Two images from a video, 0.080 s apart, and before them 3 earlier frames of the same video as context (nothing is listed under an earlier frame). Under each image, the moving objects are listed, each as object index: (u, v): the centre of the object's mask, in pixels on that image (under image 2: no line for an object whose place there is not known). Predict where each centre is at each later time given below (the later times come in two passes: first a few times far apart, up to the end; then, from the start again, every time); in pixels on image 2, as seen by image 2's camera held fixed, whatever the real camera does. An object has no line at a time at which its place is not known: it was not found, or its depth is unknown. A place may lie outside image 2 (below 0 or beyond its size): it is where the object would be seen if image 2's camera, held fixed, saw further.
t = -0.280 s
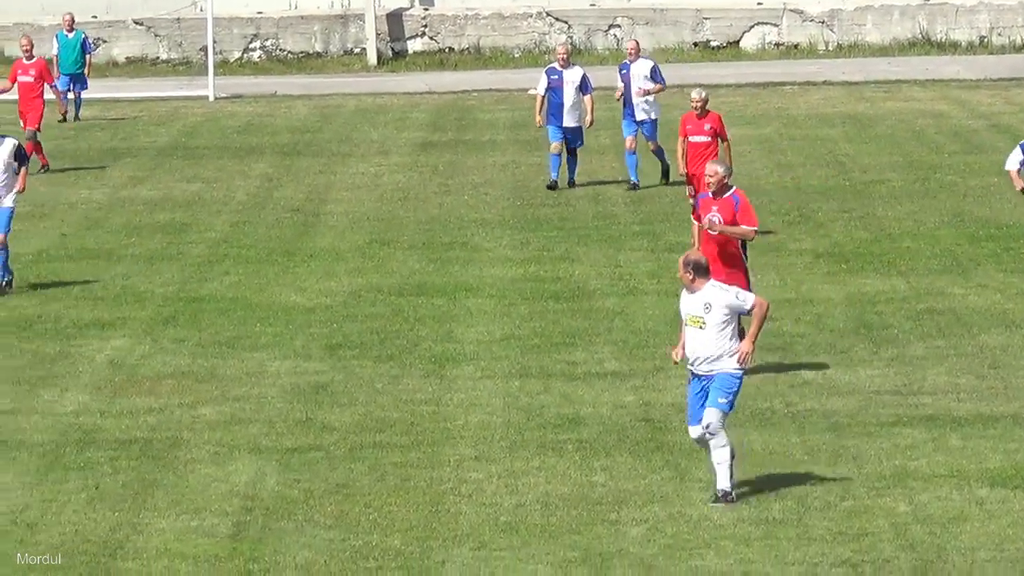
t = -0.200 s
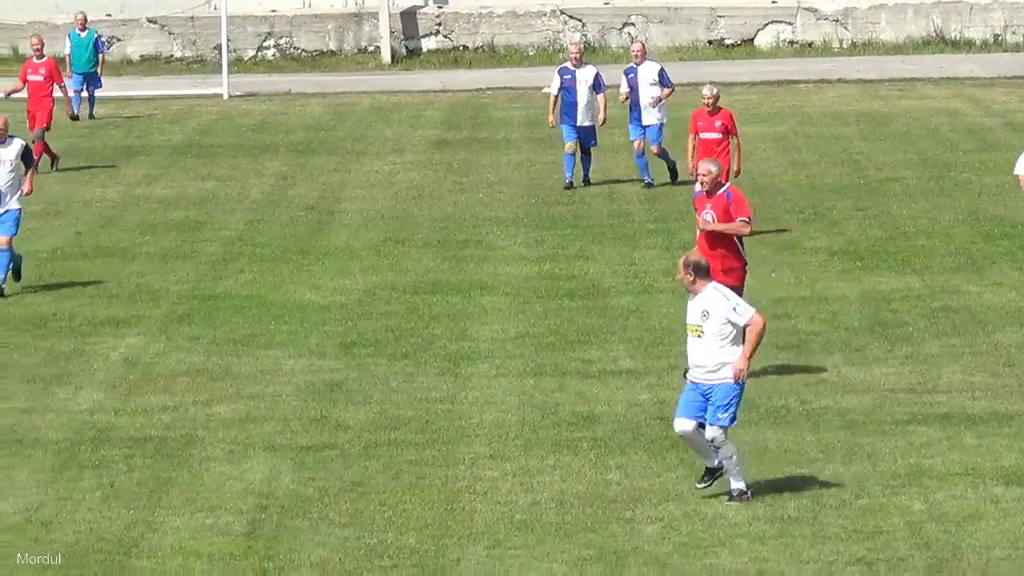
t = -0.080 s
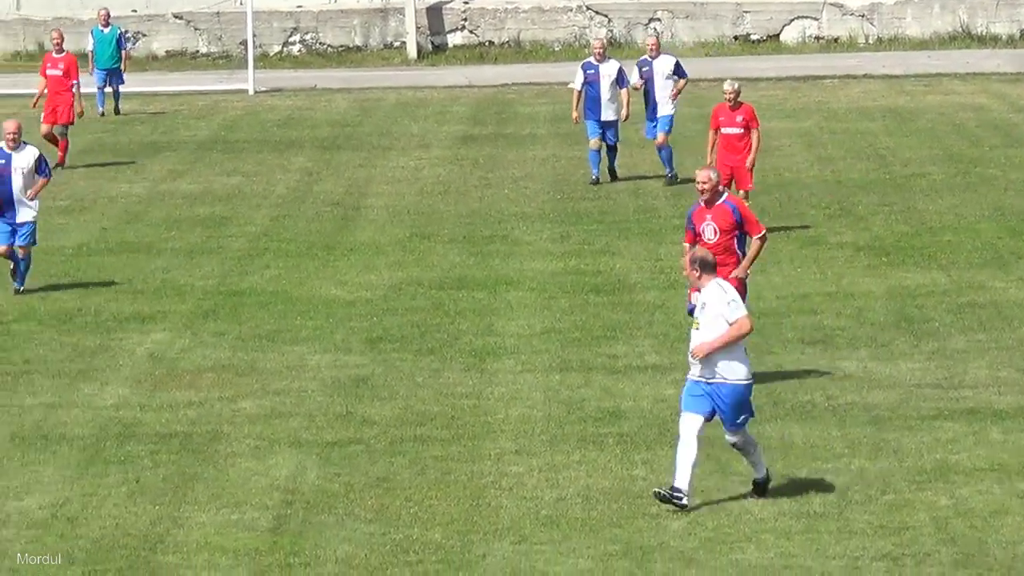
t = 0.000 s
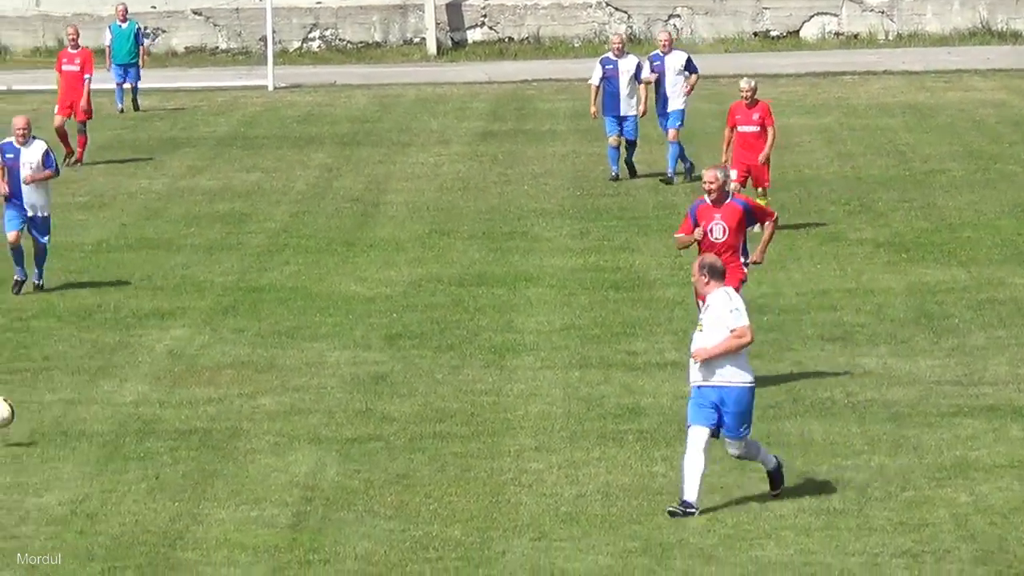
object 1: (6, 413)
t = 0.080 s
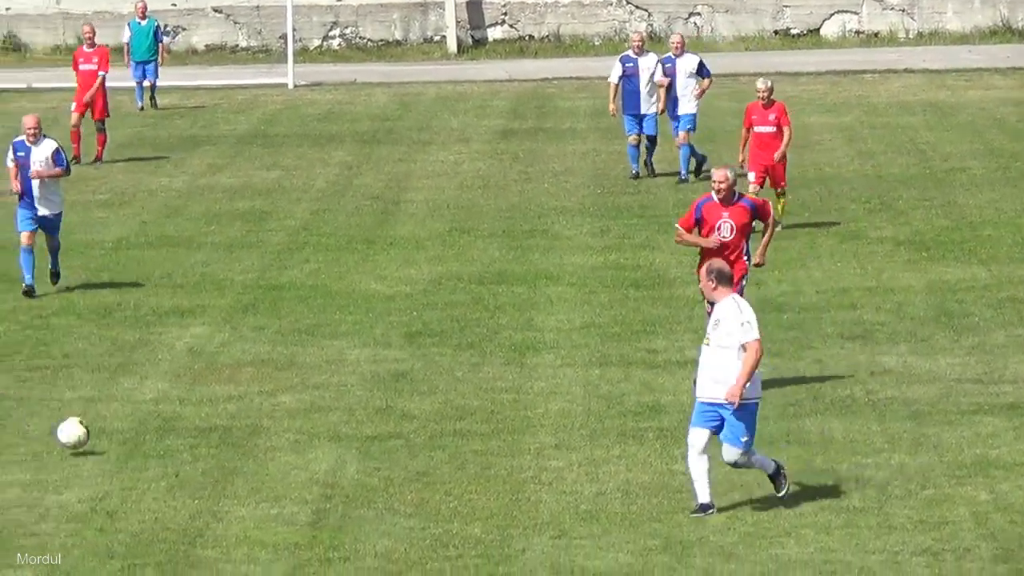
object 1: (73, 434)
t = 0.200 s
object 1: (151, 449)
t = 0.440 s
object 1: (308, 482)
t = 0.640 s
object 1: (434, 470)
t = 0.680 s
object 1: (460, 478)
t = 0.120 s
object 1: (100, 448)
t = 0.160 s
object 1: (126, 450)
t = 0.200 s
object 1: (151, 449)
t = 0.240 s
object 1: (176, 451)
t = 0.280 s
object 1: (201, 455)
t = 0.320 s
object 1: (229, 462)
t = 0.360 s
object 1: (255, 473)
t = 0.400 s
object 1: (283, 484)
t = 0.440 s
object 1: (308, 482)
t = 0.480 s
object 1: (332, 473)
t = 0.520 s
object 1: (358, 469)
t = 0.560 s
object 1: (383, 466)
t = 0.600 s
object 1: (408, 467)
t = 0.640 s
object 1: (434, 470)
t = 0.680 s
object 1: (460, 478)
